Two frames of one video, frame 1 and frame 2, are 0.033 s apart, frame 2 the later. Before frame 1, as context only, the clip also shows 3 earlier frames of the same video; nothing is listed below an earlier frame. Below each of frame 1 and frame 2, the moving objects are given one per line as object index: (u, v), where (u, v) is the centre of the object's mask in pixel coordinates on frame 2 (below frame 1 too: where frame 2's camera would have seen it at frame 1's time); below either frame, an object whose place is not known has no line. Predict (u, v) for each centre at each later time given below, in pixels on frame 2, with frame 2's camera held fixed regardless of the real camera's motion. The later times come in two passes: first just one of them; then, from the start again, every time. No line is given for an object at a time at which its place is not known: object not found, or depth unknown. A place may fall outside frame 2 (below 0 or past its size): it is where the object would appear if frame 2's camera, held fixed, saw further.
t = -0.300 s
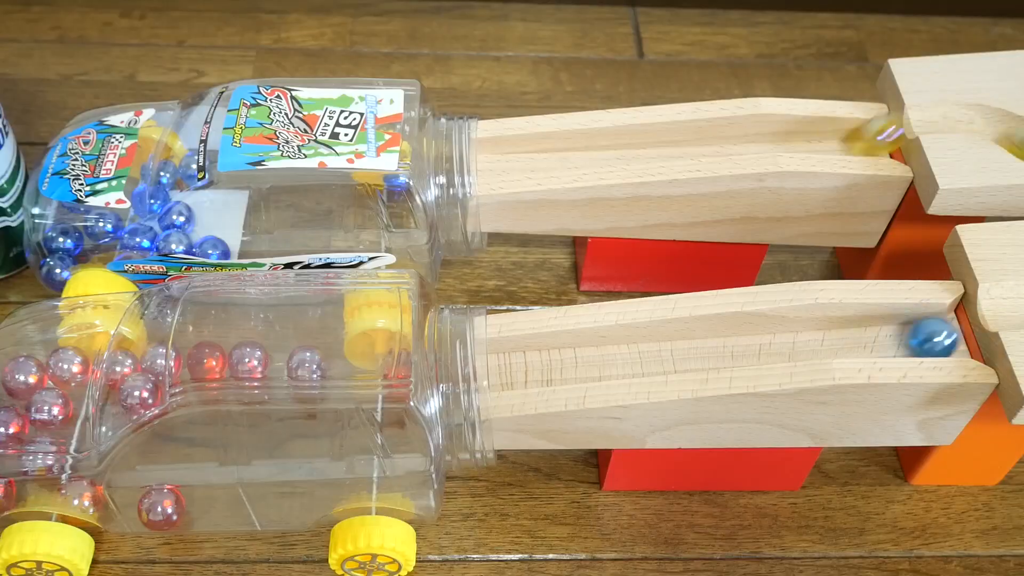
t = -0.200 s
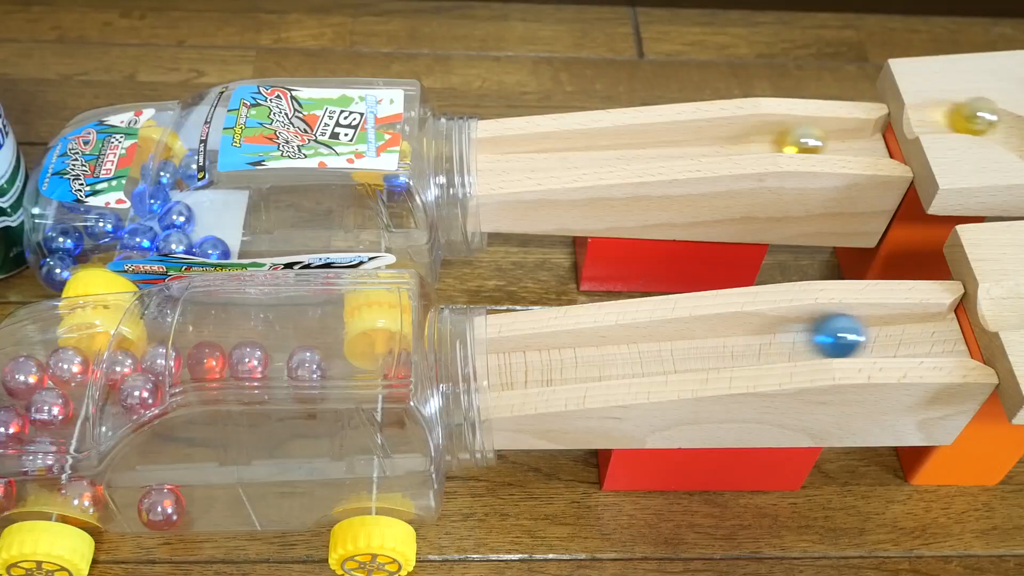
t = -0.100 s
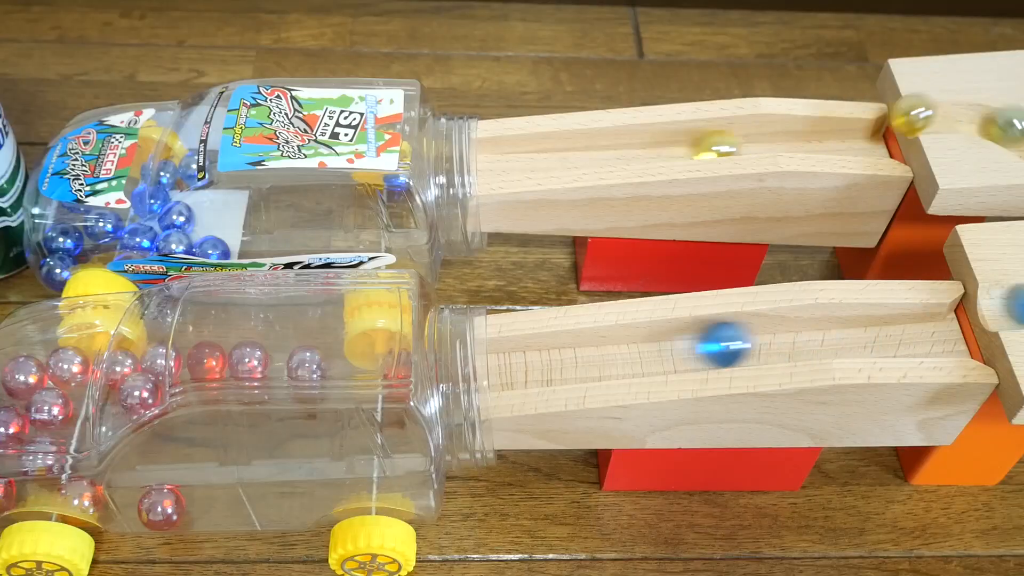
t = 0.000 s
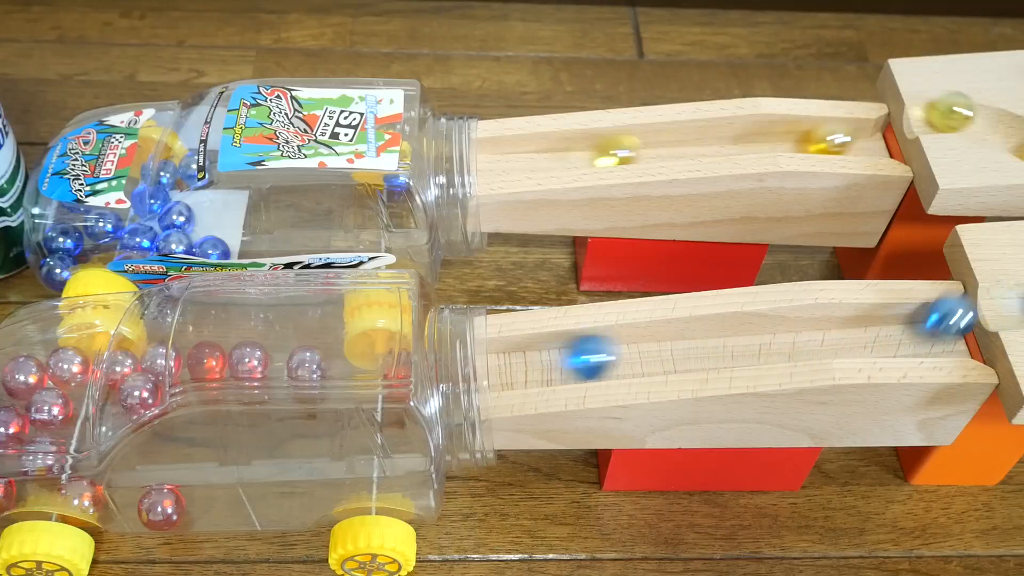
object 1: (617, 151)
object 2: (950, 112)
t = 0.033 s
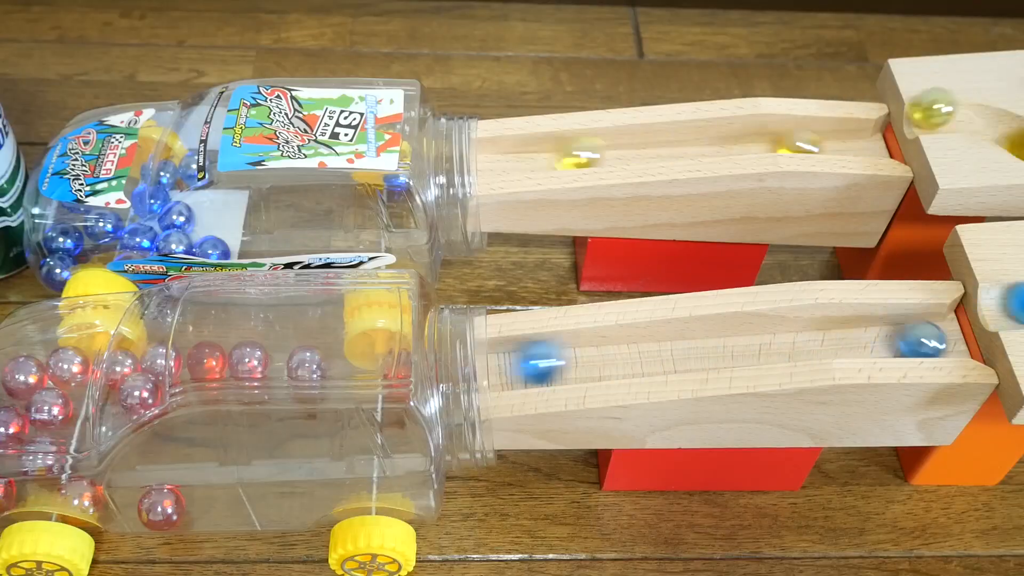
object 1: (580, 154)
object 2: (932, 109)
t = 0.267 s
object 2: (770, 142)
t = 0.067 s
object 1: (543, 155)
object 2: (913, 115)
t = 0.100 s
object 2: (881, 134)
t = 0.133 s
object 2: (852, 138)
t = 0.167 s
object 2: (837, 137)
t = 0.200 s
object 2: (818, 141)
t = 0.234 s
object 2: (796, 141)
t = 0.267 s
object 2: (770, 142)
